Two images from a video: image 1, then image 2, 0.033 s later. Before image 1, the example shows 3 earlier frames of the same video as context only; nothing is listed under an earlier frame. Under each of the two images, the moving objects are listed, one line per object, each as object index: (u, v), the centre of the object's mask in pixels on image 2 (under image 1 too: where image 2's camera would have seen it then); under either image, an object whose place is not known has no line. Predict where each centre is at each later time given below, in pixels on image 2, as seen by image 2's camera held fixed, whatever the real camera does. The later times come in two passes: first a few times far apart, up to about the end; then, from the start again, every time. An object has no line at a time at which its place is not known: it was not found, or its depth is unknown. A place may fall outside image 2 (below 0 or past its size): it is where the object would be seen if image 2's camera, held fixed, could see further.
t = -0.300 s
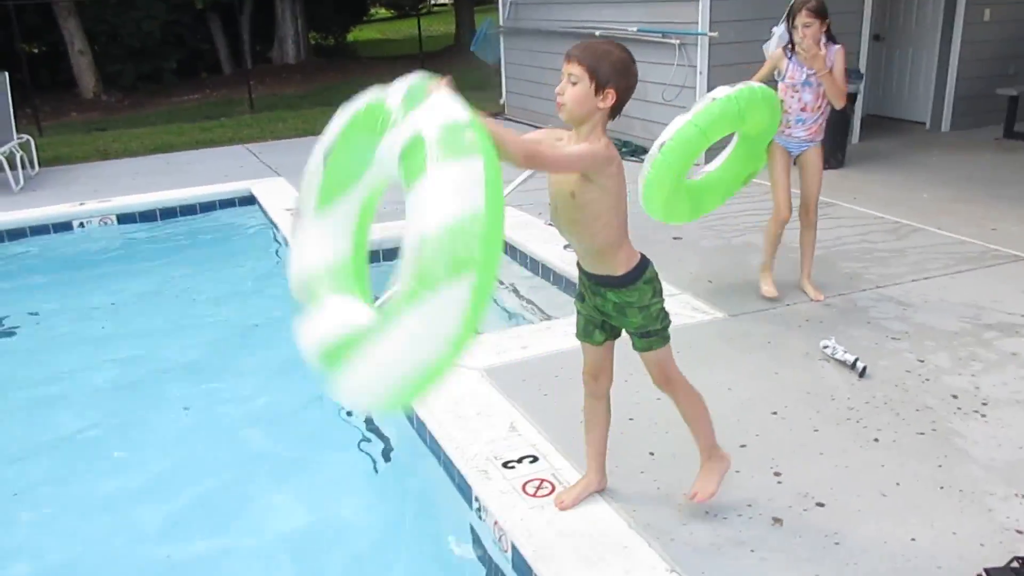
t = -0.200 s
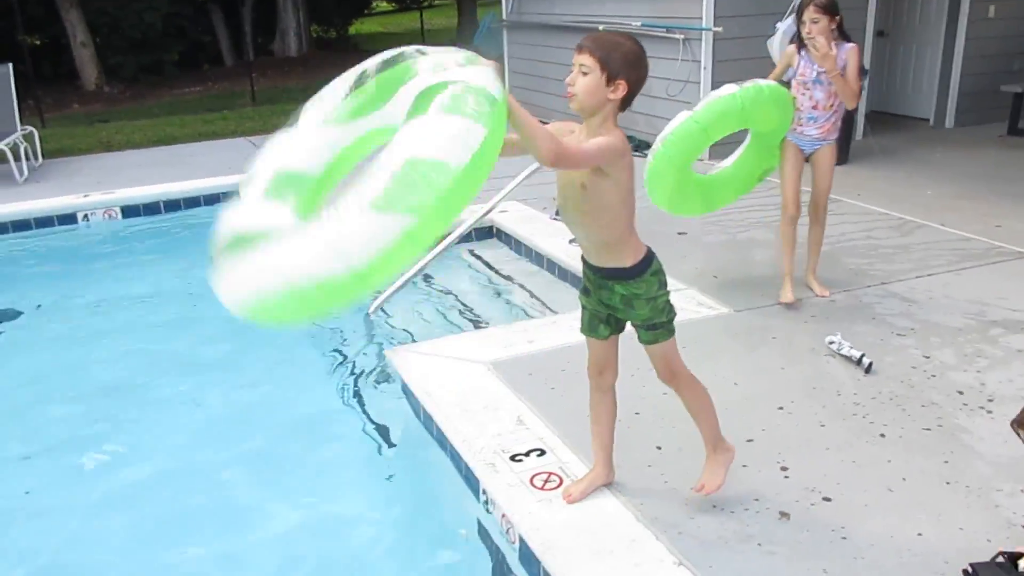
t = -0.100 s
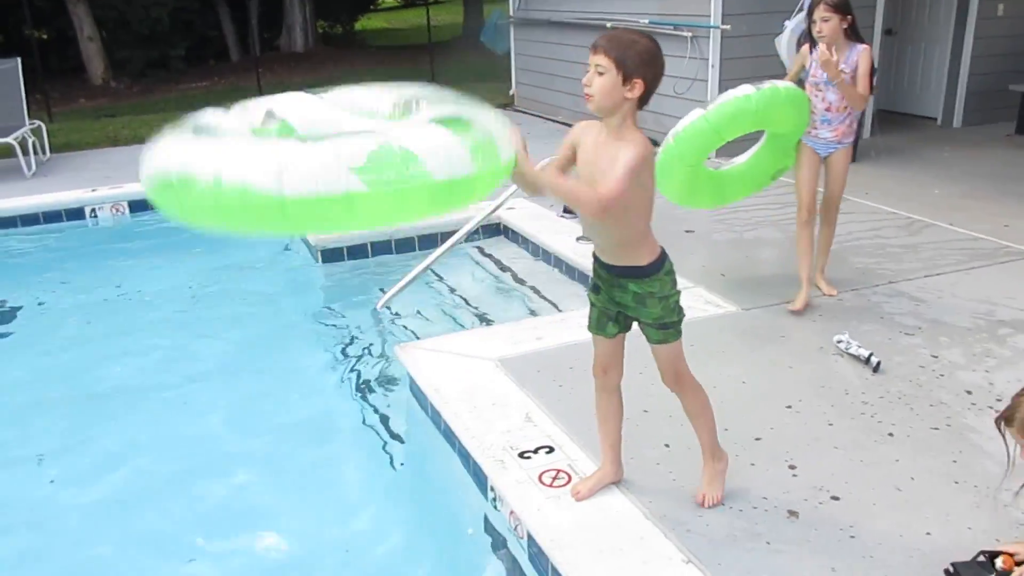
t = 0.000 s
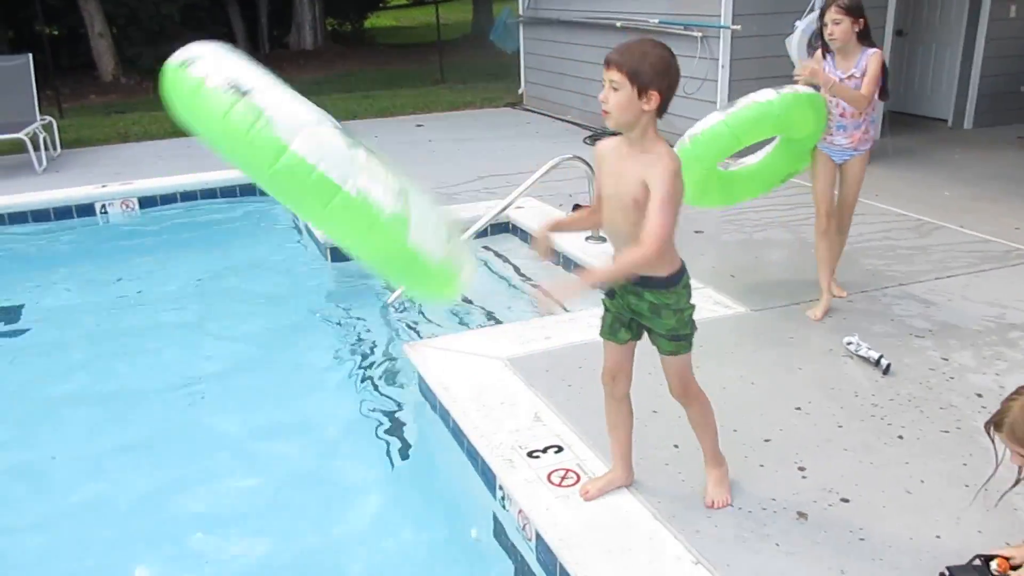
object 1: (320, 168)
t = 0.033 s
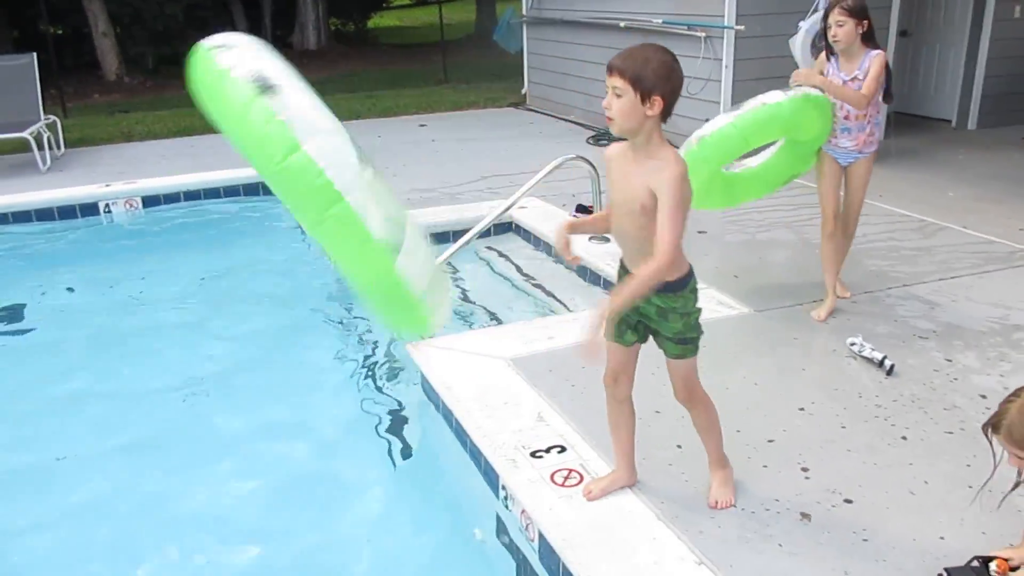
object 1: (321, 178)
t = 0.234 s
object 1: (307, 342)
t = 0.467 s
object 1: (252, 536)
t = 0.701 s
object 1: (240, 549)
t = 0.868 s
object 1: (227, 552)
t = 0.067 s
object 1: (323, 195)
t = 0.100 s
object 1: (325, 217)
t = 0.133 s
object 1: (324, 243)
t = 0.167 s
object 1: (321, 273)
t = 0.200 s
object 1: (316, 307)
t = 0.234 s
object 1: (307, 342)
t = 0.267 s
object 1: (299, 375)
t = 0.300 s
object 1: (289, 407)
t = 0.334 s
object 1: (279, 439)
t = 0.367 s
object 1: (269, 469)
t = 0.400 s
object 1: (261, 497)
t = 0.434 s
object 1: (254, 523)
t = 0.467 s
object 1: (252, 536)
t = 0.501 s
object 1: (247, 540)
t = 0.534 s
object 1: (246, 546)
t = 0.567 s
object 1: (246, 546)
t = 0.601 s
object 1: (245, 547)
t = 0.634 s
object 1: (245, 547)
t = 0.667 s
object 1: (243, 548)
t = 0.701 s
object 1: (240, 549)
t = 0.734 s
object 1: (238, 549)
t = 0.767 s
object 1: (235, 550)
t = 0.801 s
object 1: (232, 551)
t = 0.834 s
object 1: (229, 552)
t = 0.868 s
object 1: (227, 552)
